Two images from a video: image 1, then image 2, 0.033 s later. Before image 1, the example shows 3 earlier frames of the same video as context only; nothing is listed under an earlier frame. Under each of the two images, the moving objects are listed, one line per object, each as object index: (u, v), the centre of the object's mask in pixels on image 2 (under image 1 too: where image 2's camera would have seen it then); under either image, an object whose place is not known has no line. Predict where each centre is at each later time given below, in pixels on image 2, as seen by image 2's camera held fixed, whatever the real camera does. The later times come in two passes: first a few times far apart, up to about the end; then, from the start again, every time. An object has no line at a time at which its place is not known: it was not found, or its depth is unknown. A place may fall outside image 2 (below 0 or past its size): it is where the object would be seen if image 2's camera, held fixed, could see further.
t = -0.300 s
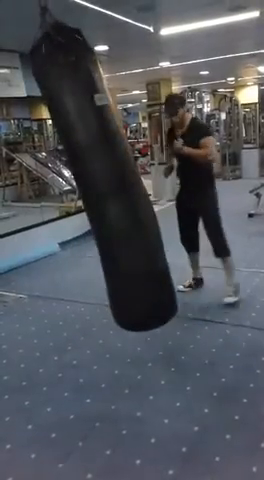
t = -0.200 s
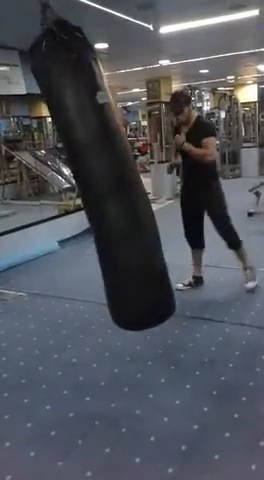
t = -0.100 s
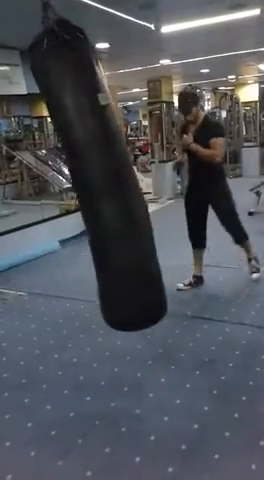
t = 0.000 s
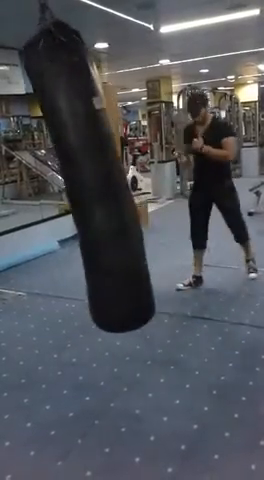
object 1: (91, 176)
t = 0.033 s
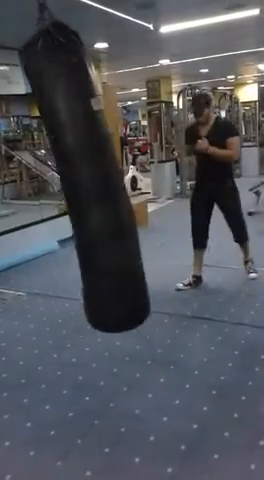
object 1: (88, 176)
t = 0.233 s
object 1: (67, 177)
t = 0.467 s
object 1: (42, 173)
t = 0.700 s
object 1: (28, 158)
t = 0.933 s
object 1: (31, 145)
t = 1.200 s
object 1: (40, 154)
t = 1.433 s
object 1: (50, 177)
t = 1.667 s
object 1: (71, 174)
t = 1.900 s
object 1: (91, 170)
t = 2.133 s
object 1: (100, 170)
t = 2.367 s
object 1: (90, 175)
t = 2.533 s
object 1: (80, 177)
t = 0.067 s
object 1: (85, 176)
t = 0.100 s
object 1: (81, 177)
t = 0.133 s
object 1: (78, 177)
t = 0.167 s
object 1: (74, 177)
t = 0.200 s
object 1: (71, 177)
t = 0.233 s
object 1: (67, 177)
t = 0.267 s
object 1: (63, 176)
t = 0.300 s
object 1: (59, 176)
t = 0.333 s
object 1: (56, 175)
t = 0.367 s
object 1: (52, 174)
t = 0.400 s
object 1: (49, 173)
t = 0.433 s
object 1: (45, 173)
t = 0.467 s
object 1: (42, 173)
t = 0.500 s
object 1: (38, 173)
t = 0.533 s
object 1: (36, 172)
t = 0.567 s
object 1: (33, 170)
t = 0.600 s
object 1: (31, 167)
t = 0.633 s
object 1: (30, 165)
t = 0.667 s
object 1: (29, 161)
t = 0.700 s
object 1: (28, 158)
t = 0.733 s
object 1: (28, 155)
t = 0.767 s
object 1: (27, 153)
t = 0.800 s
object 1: (27, 151)
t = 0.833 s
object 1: (28, 149)
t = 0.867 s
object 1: (29, 147)
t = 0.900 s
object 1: (30, 146)
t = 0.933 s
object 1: (31, 145)
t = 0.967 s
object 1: (31, 145)
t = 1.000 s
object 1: (32, 145)
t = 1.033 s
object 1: (34, 147)
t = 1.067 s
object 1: (33, 146)
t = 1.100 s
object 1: (35, 148)
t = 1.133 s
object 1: (37, 150)
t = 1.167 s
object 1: (38, 151)
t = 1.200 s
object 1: (40, 154)
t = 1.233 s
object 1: (40, 159)
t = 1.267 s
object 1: (42, 162)
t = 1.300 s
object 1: (45, 165)
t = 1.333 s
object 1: (46, 168)
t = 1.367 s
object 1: (47, 171)
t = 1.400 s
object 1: (49, 174)
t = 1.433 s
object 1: (50, 177)
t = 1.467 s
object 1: (52, 179)
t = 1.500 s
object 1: (54, 180)
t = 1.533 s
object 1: (57, 179)
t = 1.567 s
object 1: (60, 178)
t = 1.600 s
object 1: (64, 177)
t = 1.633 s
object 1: (68, 176)
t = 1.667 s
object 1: (71, 174)
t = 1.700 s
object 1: (74, 174)
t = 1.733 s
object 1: (77, 173)
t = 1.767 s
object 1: (81, 173)
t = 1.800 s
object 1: (82, 173)
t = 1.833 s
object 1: (87, 171)
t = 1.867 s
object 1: (89, 171)
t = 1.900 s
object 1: (91, 170)
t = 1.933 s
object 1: (95, 169)
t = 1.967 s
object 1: (97, 170)
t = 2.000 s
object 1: (98, 170)
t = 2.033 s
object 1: (100, 170)
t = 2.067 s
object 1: (100, 169)
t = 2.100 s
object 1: (101, 169)
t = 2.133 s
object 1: (100, 170)
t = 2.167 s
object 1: (100, 170)
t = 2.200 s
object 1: (100, 170)
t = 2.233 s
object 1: (99, 170)
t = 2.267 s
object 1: (98, 170)
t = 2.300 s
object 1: (97, 171)
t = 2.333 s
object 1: (93, 173)
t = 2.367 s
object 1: (90, 175)
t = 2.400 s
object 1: (93, 174)
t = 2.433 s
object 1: (89, 174)
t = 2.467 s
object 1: (86, 175)
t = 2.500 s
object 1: (84, 176)
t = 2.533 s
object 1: (80, 177)
